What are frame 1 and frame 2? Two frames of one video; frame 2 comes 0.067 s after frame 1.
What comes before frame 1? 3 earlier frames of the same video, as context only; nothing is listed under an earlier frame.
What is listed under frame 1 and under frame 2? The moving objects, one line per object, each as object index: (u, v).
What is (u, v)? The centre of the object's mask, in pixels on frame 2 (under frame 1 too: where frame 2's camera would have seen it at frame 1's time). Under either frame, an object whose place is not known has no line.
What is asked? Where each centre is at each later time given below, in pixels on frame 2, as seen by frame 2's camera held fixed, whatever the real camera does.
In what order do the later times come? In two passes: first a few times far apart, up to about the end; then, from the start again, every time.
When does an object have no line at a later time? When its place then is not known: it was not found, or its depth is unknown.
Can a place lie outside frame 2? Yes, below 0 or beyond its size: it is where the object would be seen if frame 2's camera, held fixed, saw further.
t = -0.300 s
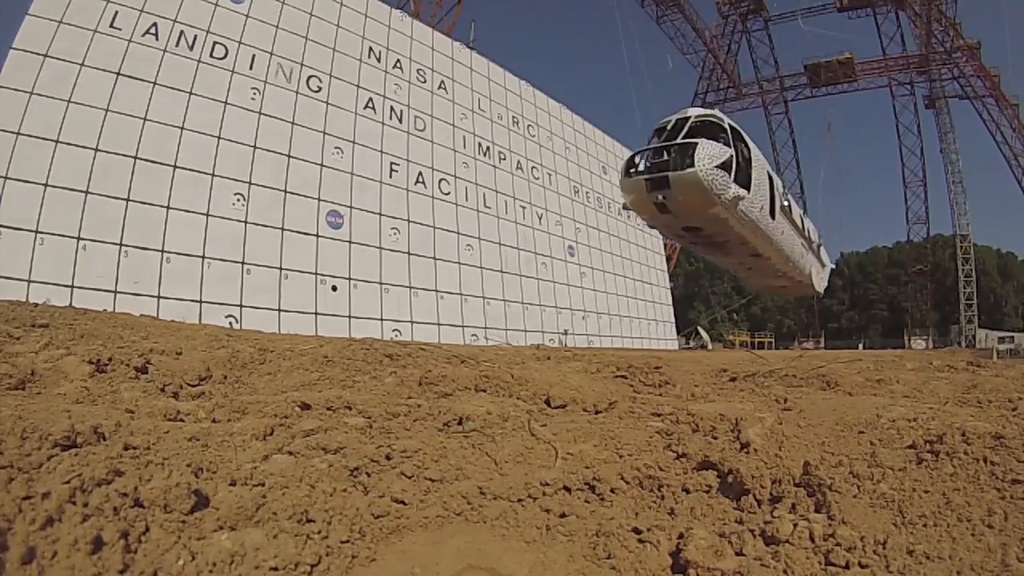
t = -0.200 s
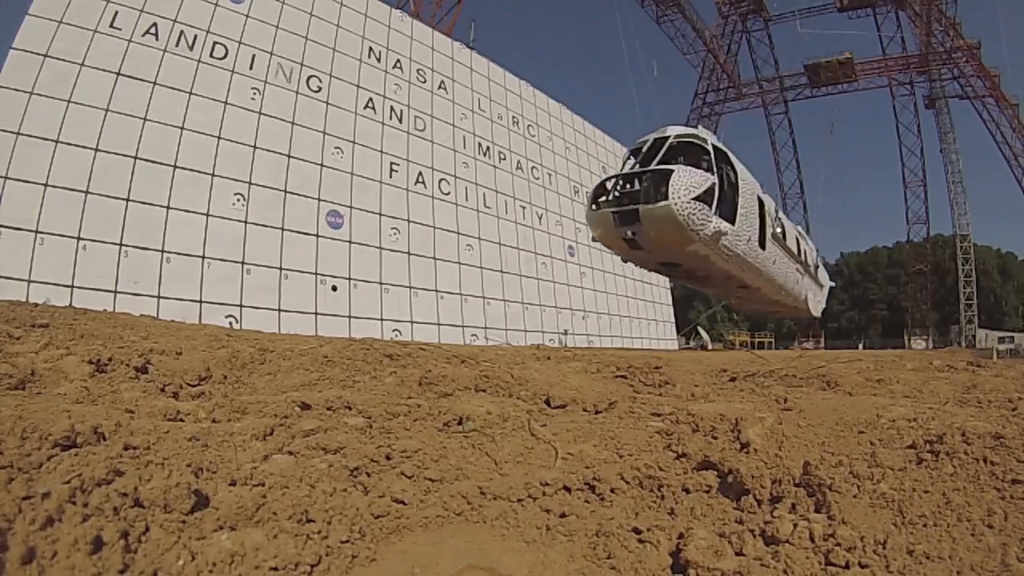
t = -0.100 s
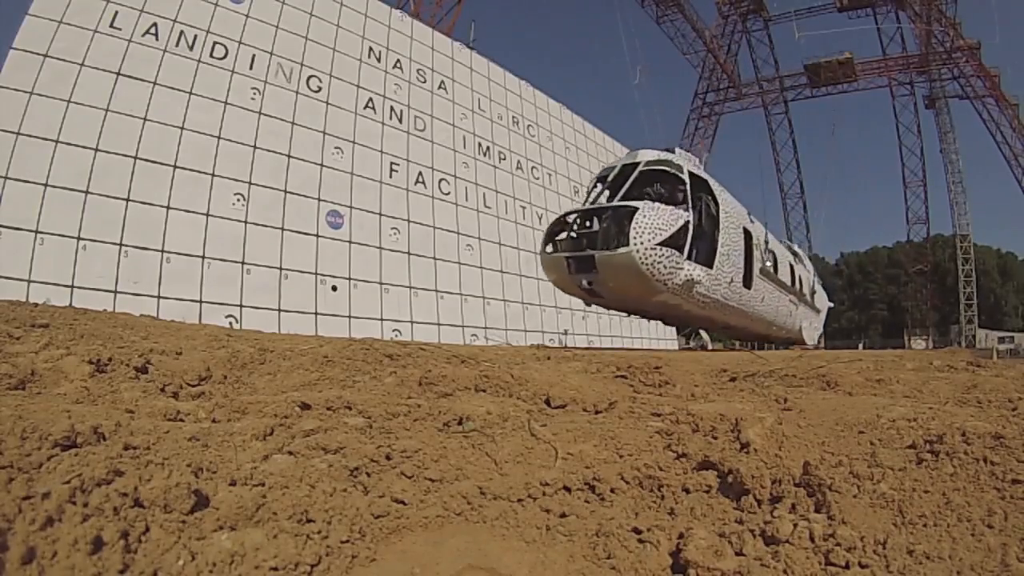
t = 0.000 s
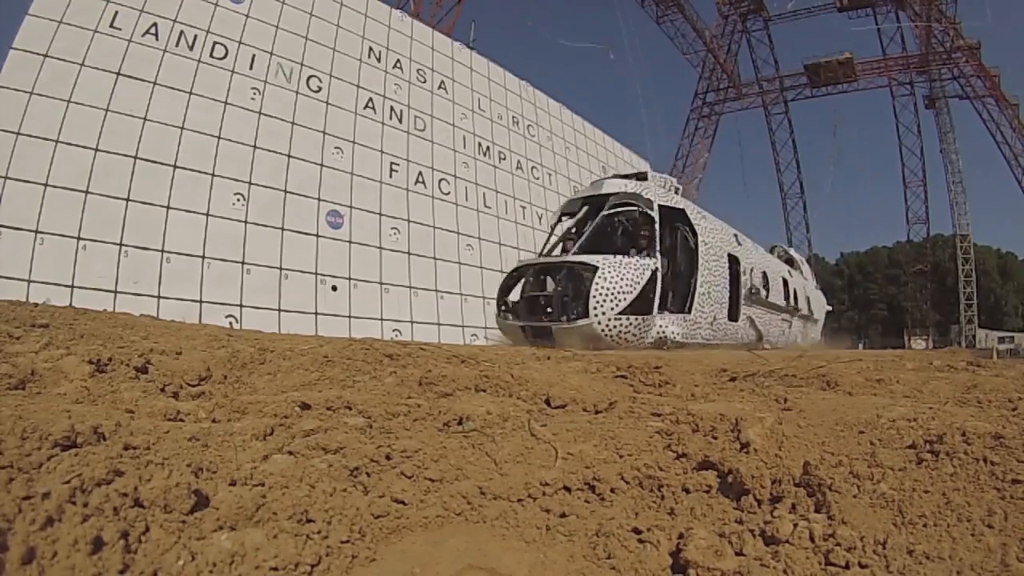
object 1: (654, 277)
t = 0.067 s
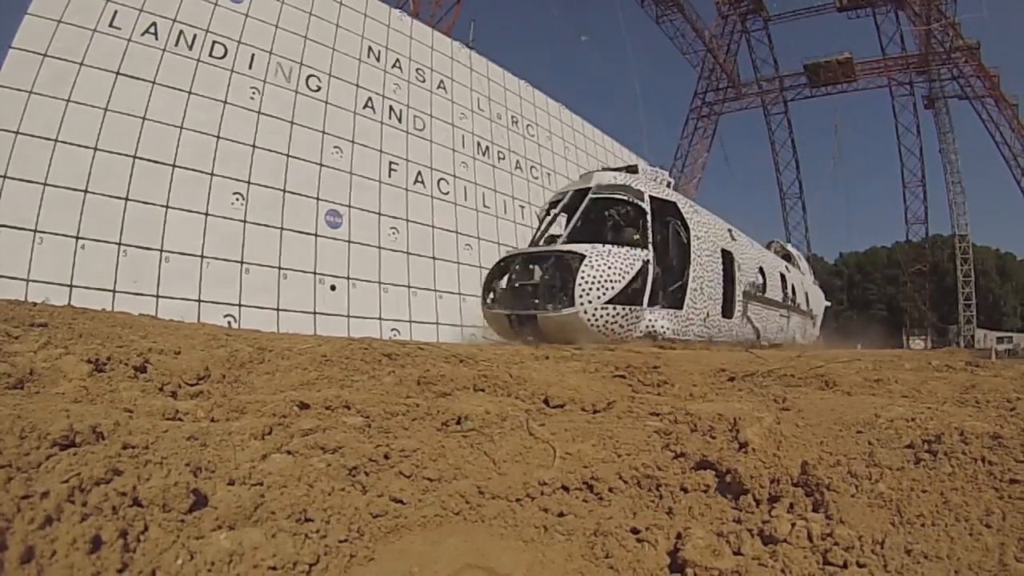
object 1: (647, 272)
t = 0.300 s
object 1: (633, 262)
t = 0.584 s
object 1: (629, 264)
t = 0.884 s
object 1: (629, 265)
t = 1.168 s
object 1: (629, 266)
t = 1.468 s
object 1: (629, 266)
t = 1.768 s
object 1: (629, 266)
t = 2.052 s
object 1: (630, 267)
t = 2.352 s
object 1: (630, 267)
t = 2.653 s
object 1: (630, 267)
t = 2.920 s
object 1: (630, 267)
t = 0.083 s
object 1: (646, 271)
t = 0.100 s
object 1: (645, 270)
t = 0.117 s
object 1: (644, 268)
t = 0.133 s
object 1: (643, 267)
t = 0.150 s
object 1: (641, 266)
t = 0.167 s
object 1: (640, 265)
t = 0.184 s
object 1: (639, 264)
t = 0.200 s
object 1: (637, 263)
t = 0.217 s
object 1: (636, 263)
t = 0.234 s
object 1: (637, 262)
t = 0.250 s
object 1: (636, 262)
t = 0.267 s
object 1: (635, 262)
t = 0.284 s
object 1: (633, 263)
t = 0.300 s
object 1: (633, 262)
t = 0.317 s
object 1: (632, 262)
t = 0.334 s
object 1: (631, 262)
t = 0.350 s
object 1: (630, 262)
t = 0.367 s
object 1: (630, 263)
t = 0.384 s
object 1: (629, 263)
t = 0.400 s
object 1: (629, 263)
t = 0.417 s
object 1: (629, 263)
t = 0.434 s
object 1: (629, 263)
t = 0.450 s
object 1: (628, 263)
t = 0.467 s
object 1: (629, 263)
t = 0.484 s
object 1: (629, 264)
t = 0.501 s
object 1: (629, 264)
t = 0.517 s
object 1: (629, 264)
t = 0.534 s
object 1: (629, 264)
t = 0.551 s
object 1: (629, 264)
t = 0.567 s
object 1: (629, 264)
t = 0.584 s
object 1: (629, 264)
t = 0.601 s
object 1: (629, 264)
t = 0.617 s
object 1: (629, 264)
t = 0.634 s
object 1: (629, 264)
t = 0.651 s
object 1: (629, 264)
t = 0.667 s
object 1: (629, 264)
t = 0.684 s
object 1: (629, 264)
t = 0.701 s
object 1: (629, 264)
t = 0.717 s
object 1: (630, 263)
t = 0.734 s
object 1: (630, 263)
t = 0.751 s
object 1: (630, 263)
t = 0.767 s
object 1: (630, 264)
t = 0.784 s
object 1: (629, 264)
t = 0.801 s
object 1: (629, 264)
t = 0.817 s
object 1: (629, 264)
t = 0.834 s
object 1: (629, 264)
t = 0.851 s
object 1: (629, 265)
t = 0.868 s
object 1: (629, 265)
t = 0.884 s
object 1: (629, 265)
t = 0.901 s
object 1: (629, 265)
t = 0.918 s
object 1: (629, 265)
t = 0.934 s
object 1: (629, 265)
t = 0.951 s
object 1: (629, 265)
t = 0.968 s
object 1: (629, 265)
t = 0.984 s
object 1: (629, 265)
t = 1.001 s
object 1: (629, 265)
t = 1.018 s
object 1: (629, 265)
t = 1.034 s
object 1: (629, 265)
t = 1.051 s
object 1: (629, 265)
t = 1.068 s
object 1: (629, 265)
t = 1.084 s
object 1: (629, 265)
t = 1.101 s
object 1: (629, 265)
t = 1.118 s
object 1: (629, 265)
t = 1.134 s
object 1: (629, 266)
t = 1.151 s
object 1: (629, 266)
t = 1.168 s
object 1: (629, 266)
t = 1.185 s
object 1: (629, 266)
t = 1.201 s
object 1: (629, 266)
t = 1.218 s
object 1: (629, 266)
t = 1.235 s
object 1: (629, 266)
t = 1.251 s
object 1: (629, 266)
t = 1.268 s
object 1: (629, 266)
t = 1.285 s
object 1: (629, 266)
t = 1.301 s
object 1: (629, 266)
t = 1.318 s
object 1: (629, 266)
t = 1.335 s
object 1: (629, 266)
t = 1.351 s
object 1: (629, 266)
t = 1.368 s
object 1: (629, 266)
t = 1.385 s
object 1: (629, 266)
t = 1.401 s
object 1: (629, 266)
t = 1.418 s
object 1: (629, 266)
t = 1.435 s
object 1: (629, 266)
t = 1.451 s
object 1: (629, 266)
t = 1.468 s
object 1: (629, 266)
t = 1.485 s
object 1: (629, 266)
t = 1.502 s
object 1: (629, 266)
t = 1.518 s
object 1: (629, 266)
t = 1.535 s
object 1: (629, 266)
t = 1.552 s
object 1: (629, 266)
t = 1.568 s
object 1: (629, 266)
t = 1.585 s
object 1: (629, 266)
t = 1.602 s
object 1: (629, 266)
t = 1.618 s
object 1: (629, 266)
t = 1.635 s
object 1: (629, 266)
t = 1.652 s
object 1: (629, 266)
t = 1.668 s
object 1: (629, 266)
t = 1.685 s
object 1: (629, 266)
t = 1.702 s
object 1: (629, 266)
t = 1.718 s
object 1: (629, 266)
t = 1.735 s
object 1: (629, 266)
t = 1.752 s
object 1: (629, 266)
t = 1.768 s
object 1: (629, 266)
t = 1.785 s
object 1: (629, 266)
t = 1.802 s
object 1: (630, 266)
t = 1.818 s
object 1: (630, 266)
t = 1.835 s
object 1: (630, 266)
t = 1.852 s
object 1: (630, 266)
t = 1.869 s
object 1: (630, 266)
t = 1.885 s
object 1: (630, 266)
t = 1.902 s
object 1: (630, 266)
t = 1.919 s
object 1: (630, 266)
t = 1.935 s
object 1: (630, 266)
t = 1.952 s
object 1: (630, 266)
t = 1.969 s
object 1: (630, 266)
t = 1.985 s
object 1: (630, 266)
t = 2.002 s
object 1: (630, 266)
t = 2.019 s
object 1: (630, 266)
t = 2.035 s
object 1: (630, 267)
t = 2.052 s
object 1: (630, 267)
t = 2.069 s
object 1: (630, 267)
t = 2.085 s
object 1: (630, 267)
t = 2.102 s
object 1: (630, 267)
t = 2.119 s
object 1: (630, 267)
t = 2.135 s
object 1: (630, 267)
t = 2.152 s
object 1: (630, 267)
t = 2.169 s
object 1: (630, 267)
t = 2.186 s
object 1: (630, 267)
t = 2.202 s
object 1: (630, 267)
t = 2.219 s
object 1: (630, 267)
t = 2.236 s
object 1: (630, 267)
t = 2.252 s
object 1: (630, 267)
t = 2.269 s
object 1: (630, 267)
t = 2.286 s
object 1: (630, 267)
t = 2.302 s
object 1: (630, 267)
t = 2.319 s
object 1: (630, 267)
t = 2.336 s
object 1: (630, 267)
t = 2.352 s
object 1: (630, 267)
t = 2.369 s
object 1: (630, 267)
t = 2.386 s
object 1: (630, 267)
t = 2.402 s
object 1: (630, 267)
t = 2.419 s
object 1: (630, 267)
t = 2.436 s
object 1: (630, 267)
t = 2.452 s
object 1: (630, 267)
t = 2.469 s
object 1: (630, 266)
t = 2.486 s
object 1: (630, 266)
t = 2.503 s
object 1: (630, 266)
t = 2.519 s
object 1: (630, 267)
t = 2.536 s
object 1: (630, 266)
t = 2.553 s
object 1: (630, 266)
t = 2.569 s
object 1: (630, 266)
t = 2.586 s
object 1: (630, 266)
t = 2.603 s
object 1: (630, 266)
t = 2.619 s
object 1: (630, 266)
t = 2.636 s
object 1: (630, 266)
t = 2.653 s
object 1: (630, 267)
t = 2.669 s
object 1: (630, 267)
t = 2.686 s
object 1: (630, 267)
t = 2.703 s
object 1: (630, 267)
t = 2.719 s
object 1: (630, 267)
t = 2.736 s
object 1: (630, 267)
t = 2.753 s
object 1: (630, 267)
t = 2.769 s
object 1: (630, 267)
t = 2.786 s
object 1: (630, 267)
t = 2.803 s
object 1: (630, 266)
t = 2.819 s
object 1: (630, 267)
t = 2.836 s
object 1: (630, 267)
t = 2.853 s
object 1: (630, 267)
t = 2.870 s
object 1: (630, 267)
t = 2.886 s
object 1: (630, 267)
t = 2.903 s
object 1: (630, 267)
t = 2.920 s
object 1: (630, 267)
